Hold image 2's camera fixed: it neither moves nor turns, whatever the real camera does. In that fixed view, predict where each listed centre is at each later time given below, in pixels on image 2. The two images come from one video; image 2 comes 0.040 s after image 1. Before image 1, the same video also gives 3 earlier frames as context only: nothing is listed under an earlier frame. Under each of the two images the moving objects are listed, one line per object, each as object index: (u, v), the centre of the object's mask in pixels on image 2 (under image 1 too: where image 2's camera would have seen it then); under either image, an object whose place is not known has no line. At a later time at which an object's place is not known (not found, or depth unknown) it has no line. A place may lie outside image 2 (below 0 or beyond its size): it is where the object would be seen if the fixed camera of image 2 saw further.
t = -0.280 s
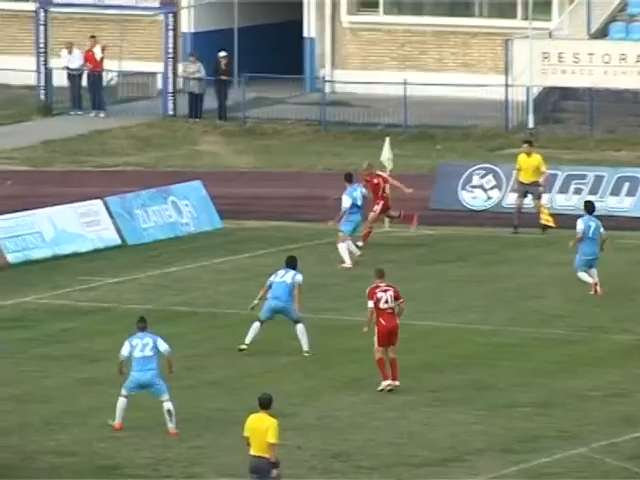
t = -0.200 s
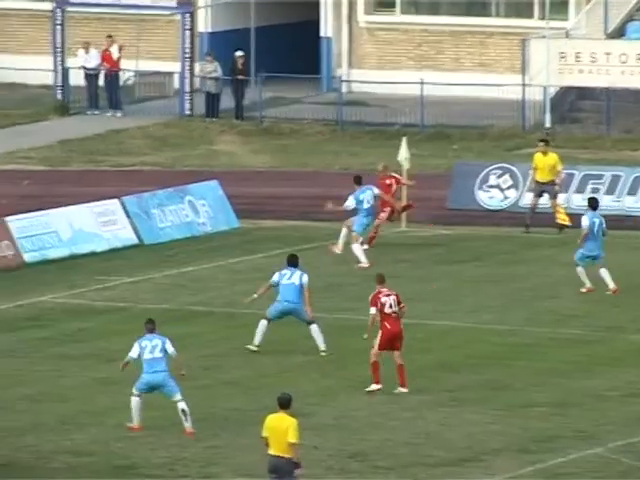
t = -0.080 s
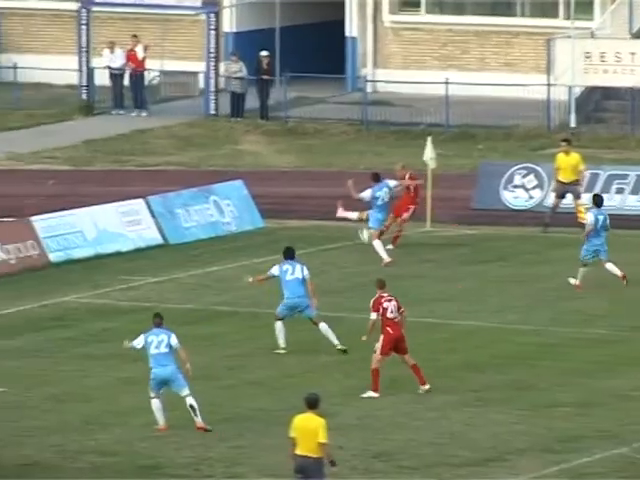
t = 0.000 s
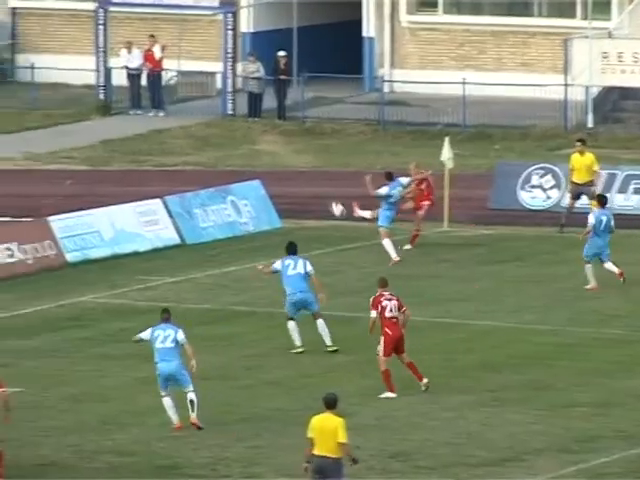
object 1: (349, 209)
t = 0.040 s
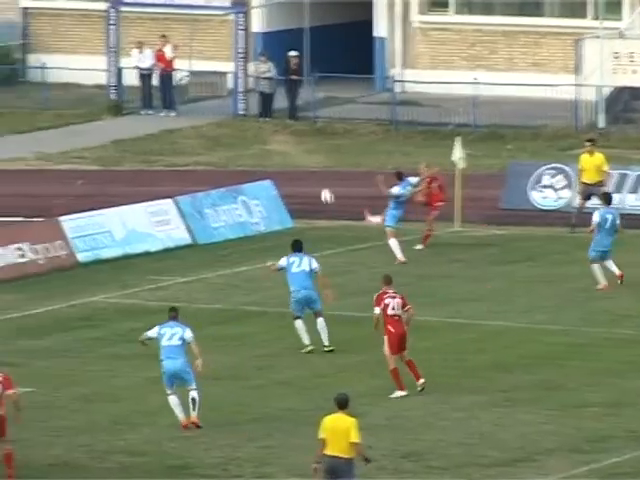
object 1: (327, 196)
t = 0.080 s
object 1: (305, 183)
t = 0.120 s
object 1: (286, 172)
